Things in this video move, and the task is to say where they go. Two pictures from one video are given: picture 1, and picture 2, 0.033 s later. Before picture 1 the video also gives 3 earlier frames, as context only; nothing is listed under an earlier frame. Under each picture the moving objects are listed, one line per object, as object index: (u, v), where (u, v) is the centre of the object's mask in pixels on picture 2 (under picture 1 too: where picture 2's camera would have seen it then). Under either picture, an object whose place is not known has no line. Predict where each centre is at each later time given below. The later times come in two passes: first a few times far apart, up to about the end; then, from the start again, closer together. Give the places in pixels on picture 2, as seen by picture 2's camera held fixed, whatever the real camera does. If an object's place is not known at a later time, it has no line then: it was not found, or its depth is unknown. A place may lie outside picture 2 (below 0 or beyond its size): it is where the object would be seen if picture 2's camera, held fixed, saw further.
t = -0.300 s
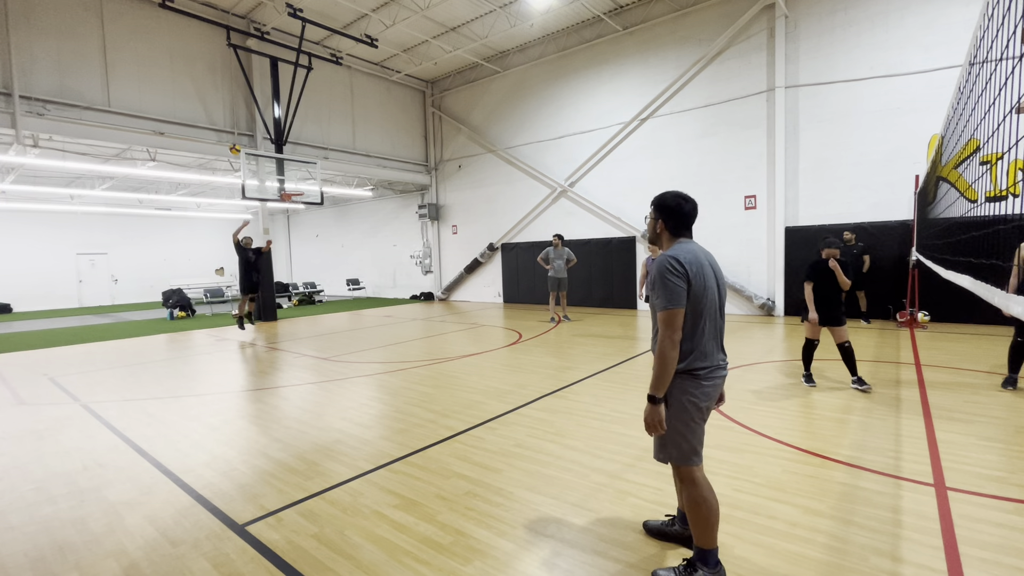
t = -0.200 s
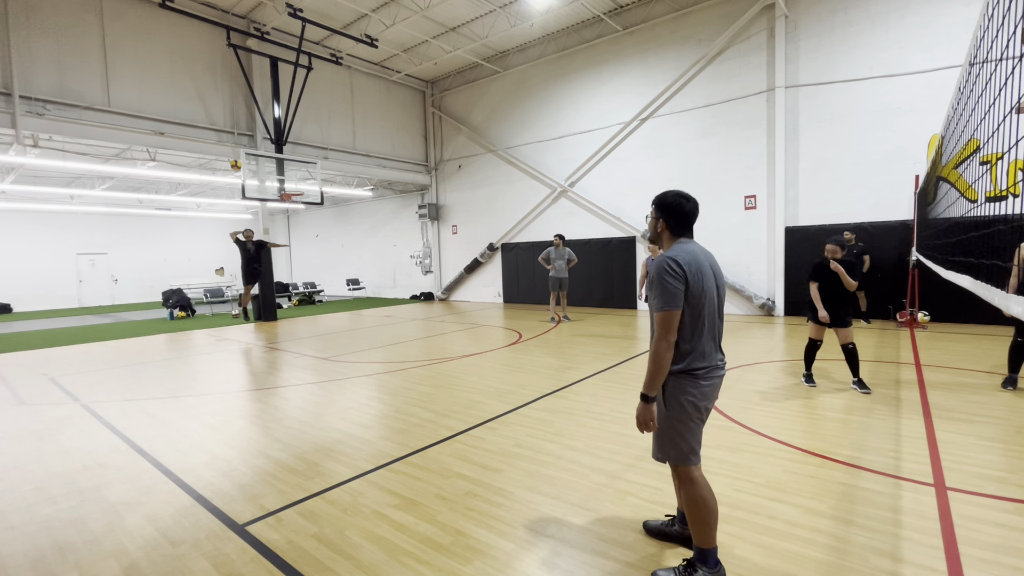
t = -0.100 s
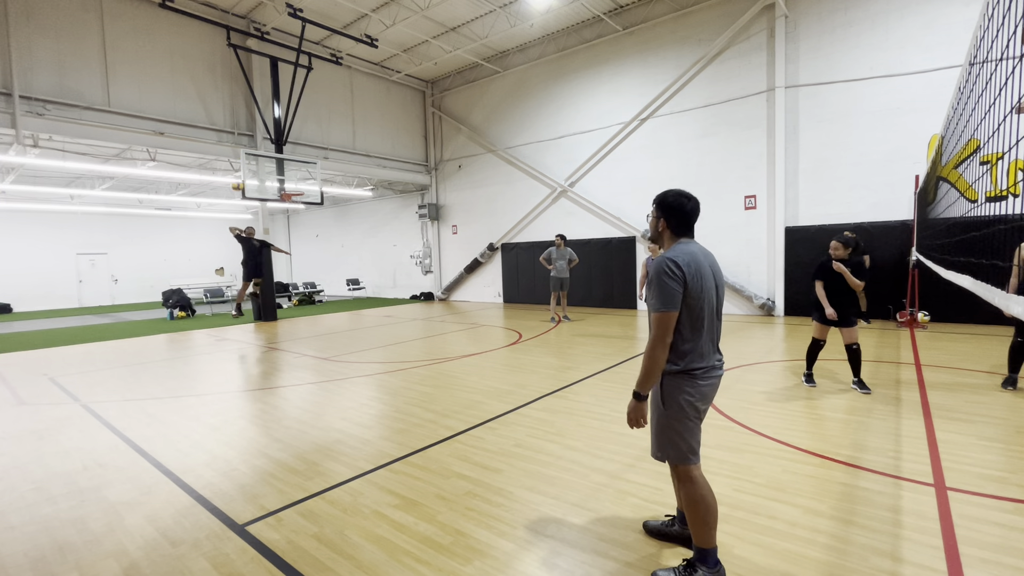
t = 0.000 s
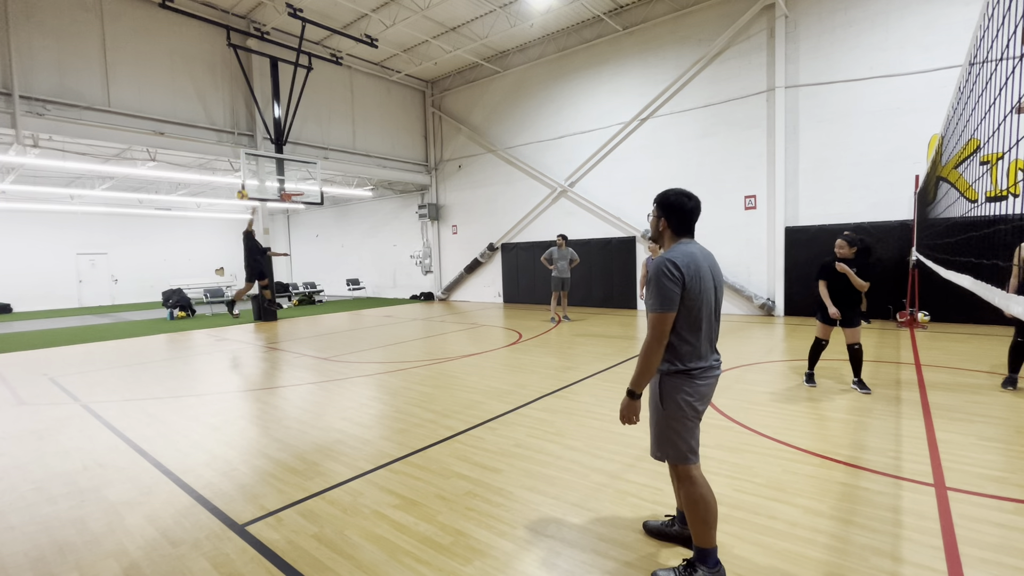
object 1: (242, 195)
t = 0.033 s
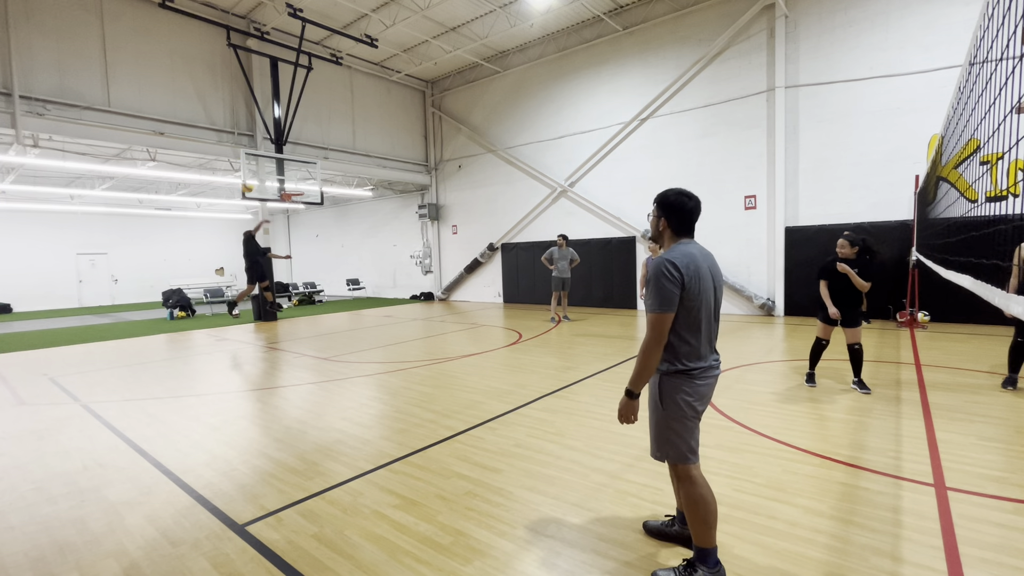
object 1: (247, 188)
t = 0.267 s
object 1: (289, 134)
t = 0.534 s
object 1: (359, 93)
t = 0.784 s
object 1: (463, 93)
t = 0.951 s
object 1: (572, 135)
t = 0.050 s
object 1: (250, 183)
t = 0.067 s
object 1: (252, 179)
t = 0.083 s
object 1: (255, 174)
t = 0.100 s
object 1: (258, 171)
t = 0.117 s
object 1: (260, 167)
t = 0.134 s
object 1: (263, 163)
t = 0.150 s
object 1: (266, 159)
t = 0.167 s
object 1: (270, 156)
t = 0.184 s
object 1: (273, 152)
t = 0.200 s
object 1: (276, 148)
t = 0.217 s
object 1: (279, 144)
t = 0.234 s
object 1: (282, 141)
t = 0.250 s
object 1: (285, 138)
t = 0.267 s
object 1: (289, 134)
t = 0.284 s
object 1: (293, 131)
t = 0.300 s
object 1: (297, 127)
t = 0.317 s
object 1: (300, 124)
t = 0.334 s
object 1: (304, 121)
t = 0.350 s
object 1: (308, 118)
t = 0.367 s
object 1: (312, 115)
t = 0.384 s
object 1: (316, 112)
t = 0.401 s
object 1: (320, 110)
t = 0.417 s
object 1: (325, 107)
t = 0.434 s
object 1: (329, 105)
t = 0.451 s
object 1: (334, 103)
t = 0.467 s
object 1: (339, 100)
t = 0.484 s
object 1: (344, 98)
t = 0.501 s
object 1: (349, 97)
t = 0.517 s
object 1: (354, 95)
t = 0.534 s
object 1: (359, 93)
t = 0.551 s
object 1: (365, 91)
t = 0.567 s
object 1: (370, 90)
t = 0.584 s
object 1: (376, 89)
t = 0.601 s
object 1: (382, 88)
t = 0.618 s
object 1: (388, 88)
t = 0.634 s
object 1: (395, 87)
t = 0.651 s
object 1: (401, 87)
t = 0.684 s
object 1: (416, 87)
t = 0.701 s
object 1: (422, 87)
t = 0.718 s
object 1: (430, 88)
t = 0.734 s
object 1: (437, 89)
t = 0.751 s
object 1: (445, 90)
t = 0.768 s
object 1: (454, 92)
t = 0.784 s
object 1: (463, 93)
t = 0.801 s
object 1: (472, 96)
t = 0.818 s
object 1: (482, 98)
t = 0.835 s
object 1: (492, 101)
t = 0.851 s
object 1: (501, 104)
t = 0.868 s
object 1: (512, 108)
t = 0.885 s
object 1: (523, 112)
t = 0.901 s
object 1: (535, 117)
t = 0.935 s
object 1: (559, 128)
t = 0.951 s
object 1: (572, 135)
